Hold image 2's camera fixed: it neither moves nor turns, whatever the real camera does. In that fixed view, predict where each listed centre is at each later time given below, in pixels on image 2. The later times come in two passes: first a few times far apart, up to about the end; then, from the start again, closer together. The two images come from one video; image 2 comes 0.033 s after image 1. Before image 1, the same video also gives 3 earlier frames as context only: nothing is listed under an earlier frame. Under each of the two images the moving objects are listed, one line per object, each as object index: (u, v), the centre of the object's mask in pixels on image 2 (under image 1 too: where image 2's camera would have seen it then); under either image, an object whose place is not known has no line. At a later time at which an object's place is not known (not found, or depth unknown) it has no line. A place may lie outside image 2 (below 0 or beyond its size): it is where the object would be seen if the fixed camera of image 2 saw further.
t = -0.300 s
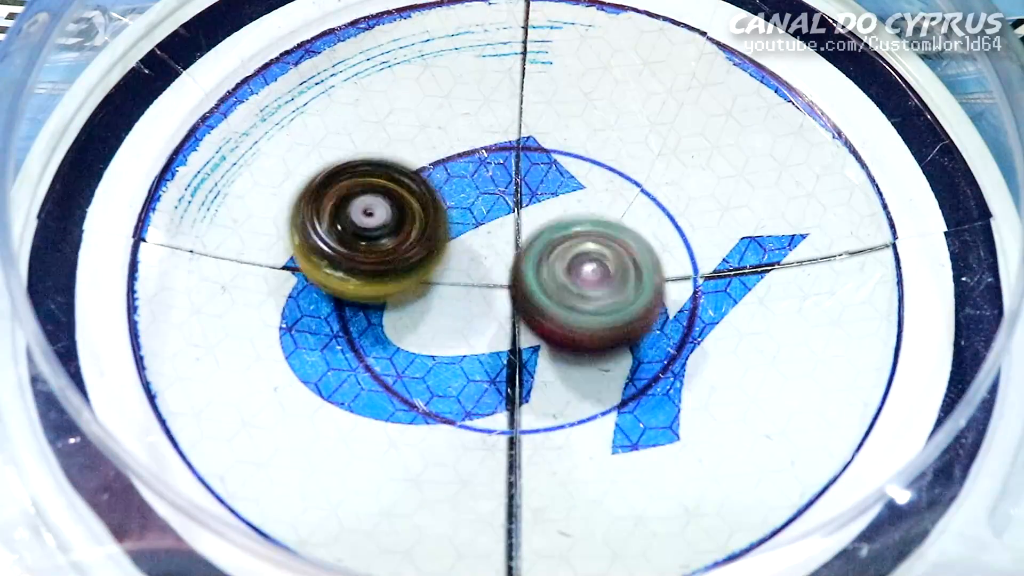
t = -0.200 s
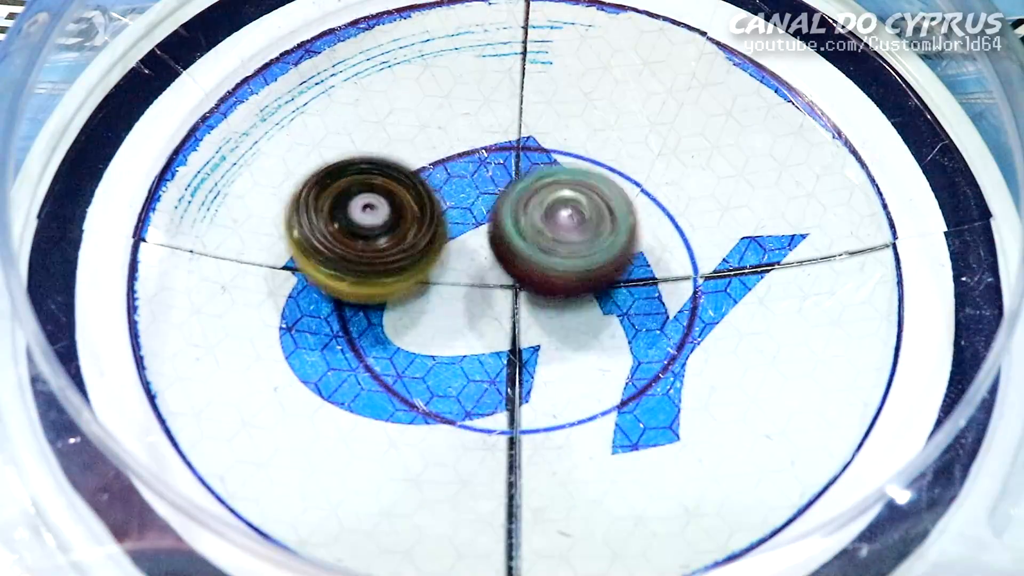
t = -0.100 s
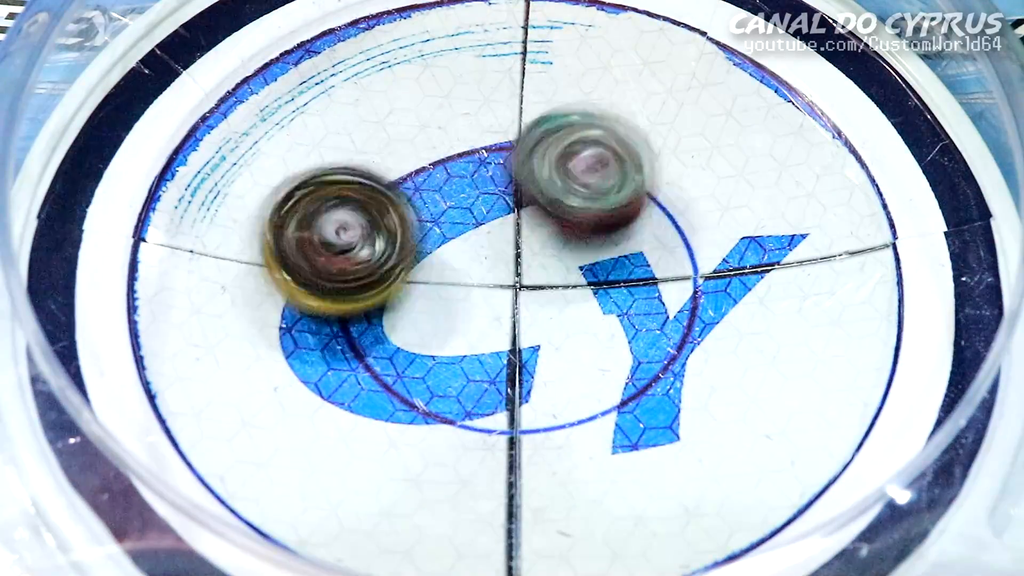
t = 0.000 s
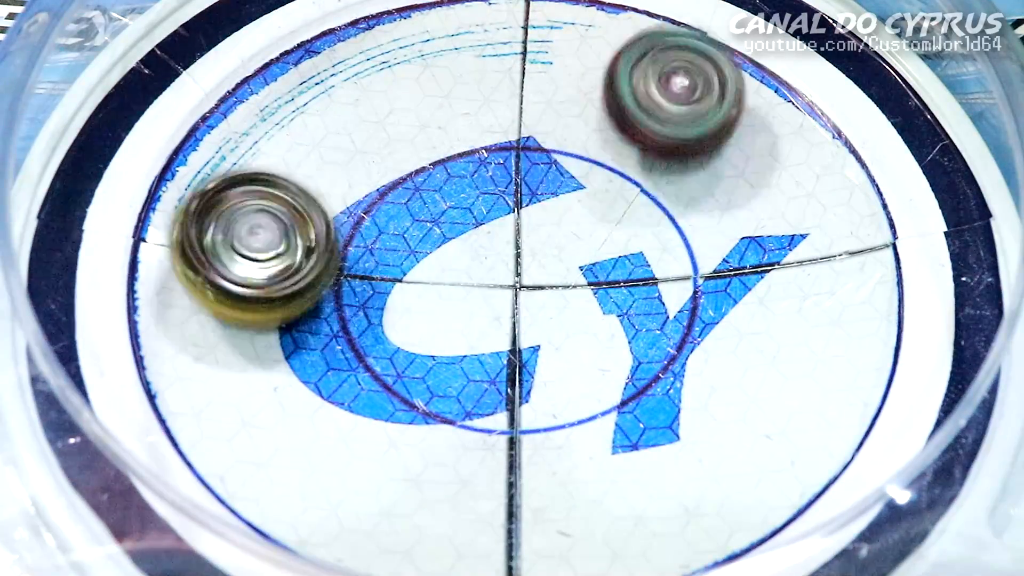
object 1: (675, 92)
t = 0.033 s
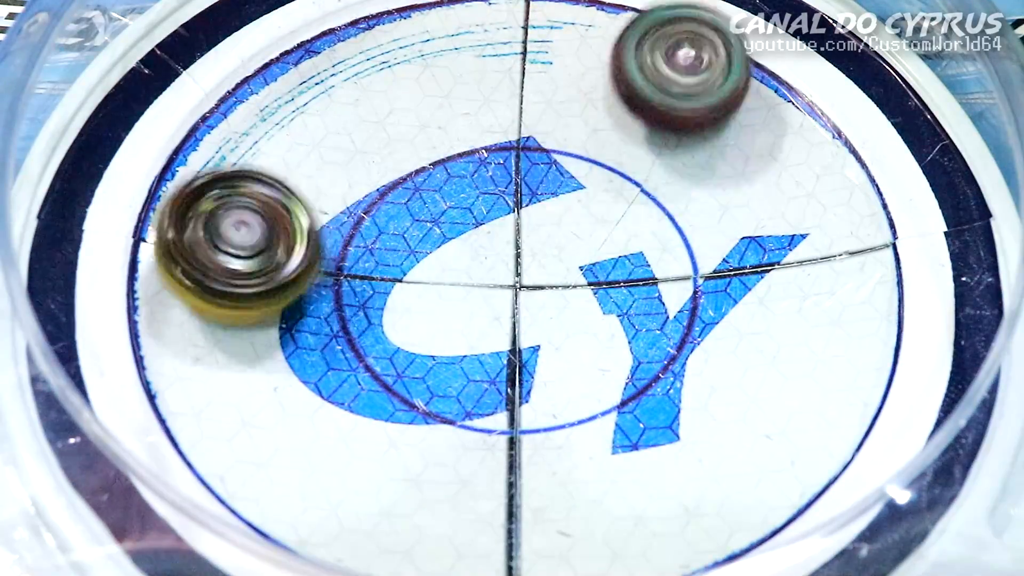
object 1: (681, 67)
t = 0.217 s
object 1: (642, 21)
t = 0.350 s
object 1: (567, 38)
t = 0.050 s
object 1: (682, 56)
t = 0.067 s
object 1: (683, 48)
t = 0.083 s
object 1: (682, 42)
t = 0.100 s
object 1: (680, 37)
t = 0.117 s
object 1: (677, 33)
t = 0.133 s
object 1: (672, 29)
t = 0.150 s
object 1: (668, 26)
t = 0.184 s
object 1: (656, 23)
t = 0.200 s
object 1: (649, 21)
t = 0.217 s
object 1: (642, 21)
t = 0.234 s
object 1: (633, 21)
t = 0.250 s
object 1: (624, 21)
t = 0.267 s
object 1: (616, 23)
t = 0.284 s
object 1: (607, 24)
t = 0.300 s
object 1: (596, 27)
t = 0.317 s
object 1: (586, 29)
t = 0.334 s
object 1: (577, 34)
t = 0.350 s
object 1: (567, 38)
